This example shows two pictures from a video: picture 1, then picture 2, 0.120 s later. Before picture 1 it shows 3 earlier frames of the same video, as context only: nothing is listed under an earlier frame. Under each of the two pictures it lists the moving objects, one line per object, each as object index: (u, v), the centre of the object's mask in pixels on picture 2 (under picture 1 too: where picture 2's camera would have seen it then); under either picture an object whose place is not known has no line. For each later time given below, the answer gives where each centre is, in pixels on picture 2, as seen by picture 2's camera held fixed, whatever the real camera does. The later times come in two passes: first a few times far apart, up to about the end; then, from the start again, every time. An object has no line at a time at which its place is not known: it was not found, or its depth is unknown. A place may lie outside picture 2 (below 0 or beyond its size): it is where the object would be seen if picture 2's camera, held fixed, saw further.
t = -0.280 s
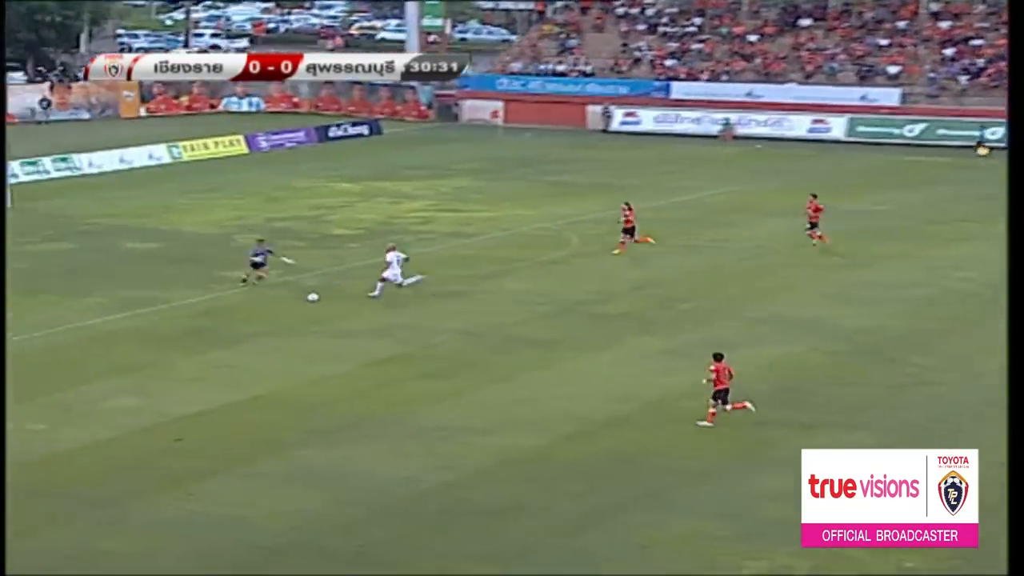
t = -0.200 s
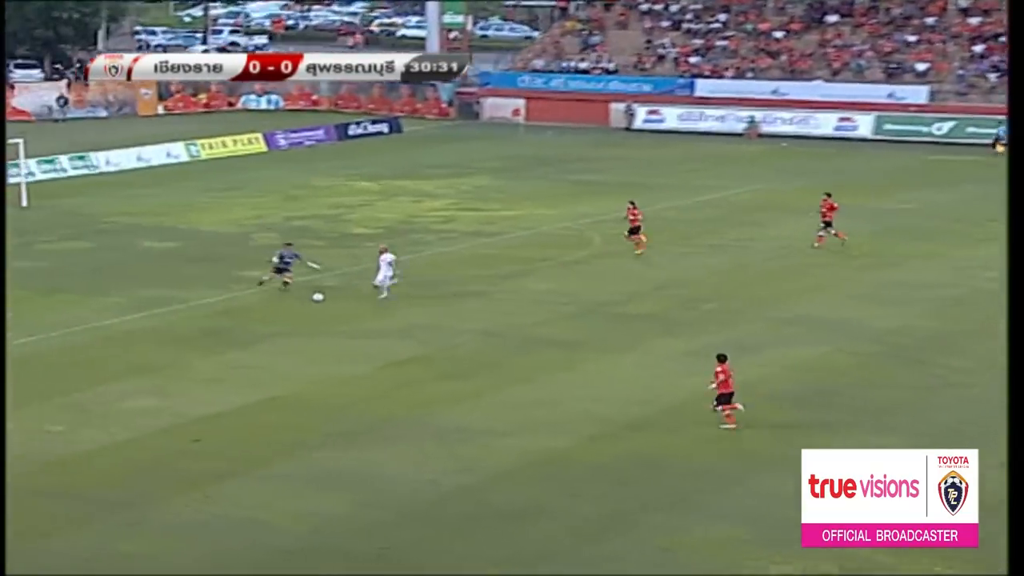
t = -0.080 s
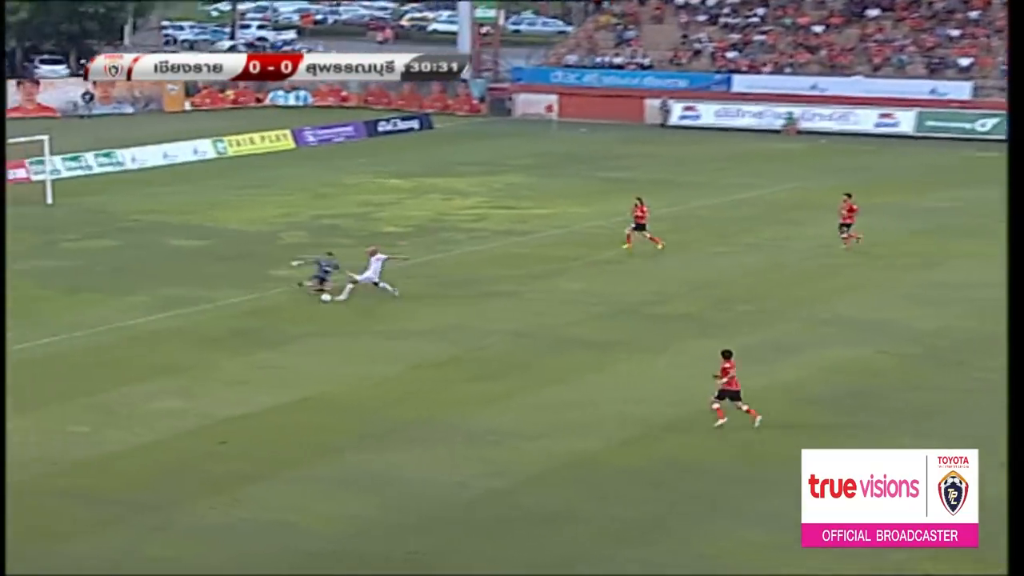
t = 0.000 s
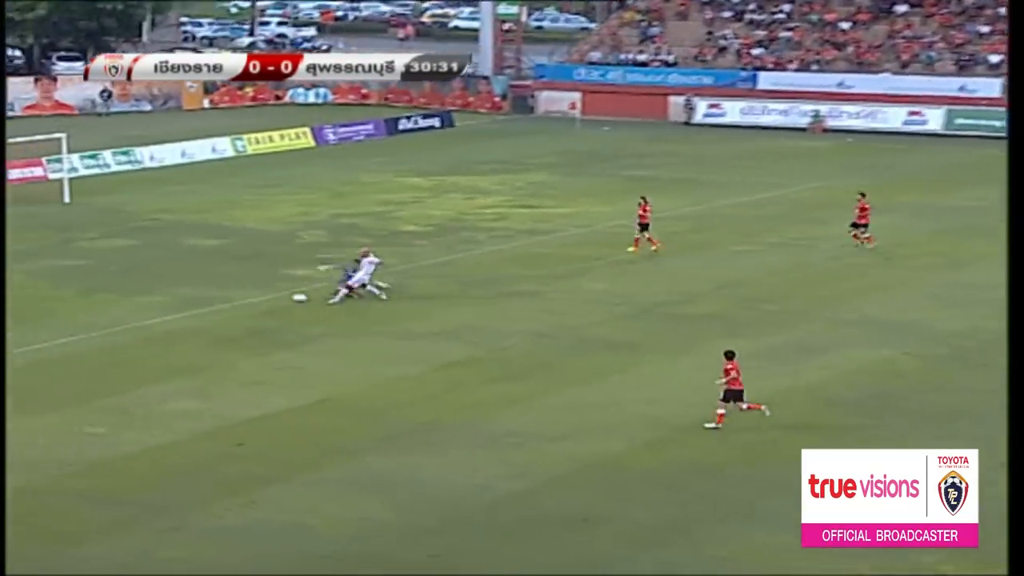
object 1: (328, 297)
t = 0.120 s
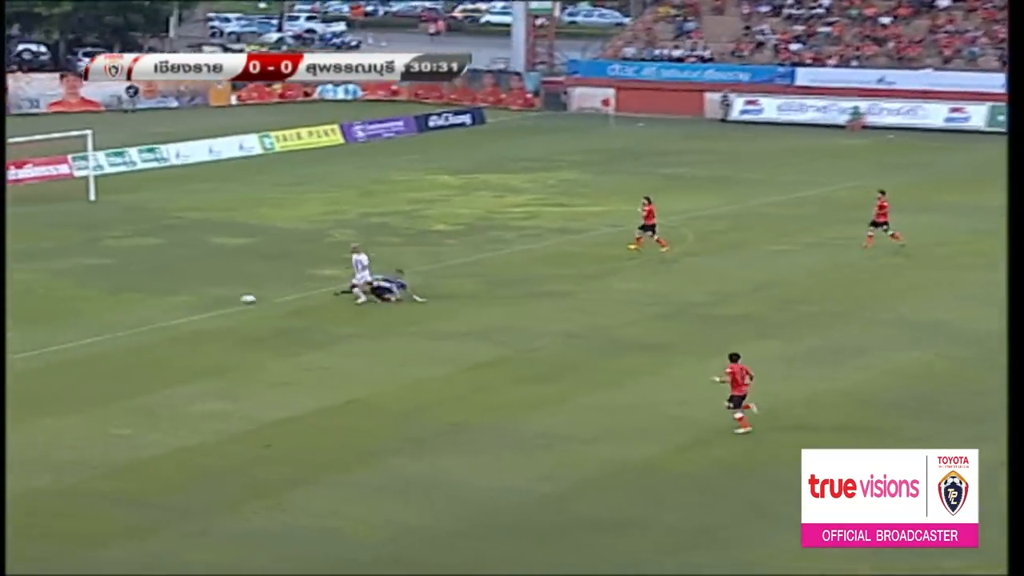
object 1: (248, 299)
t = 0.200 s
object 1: (198, 299)
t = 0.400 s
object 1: (81, 300)
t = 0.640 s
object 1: (-40, 301)
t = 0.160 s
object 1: (223, 299)
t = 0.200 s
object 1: (198, 299)
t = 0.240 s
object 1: (174, 299)
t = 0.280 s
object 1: (151, 299)
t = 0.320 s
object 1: (126, 300)
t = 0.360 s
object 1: (102, 300)
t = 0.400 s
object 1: (81, 300)
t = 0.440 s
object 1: (59, 300)
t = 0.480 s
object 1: (38, 301)
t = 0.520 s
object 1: (18, 302)
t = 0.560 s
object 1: (-3, 302)
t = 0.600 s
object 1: (-22, 301)
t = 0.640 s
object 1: (-40, 301)
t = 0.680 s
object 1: (-59, 301)
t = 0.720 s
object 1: (-77, 301)
